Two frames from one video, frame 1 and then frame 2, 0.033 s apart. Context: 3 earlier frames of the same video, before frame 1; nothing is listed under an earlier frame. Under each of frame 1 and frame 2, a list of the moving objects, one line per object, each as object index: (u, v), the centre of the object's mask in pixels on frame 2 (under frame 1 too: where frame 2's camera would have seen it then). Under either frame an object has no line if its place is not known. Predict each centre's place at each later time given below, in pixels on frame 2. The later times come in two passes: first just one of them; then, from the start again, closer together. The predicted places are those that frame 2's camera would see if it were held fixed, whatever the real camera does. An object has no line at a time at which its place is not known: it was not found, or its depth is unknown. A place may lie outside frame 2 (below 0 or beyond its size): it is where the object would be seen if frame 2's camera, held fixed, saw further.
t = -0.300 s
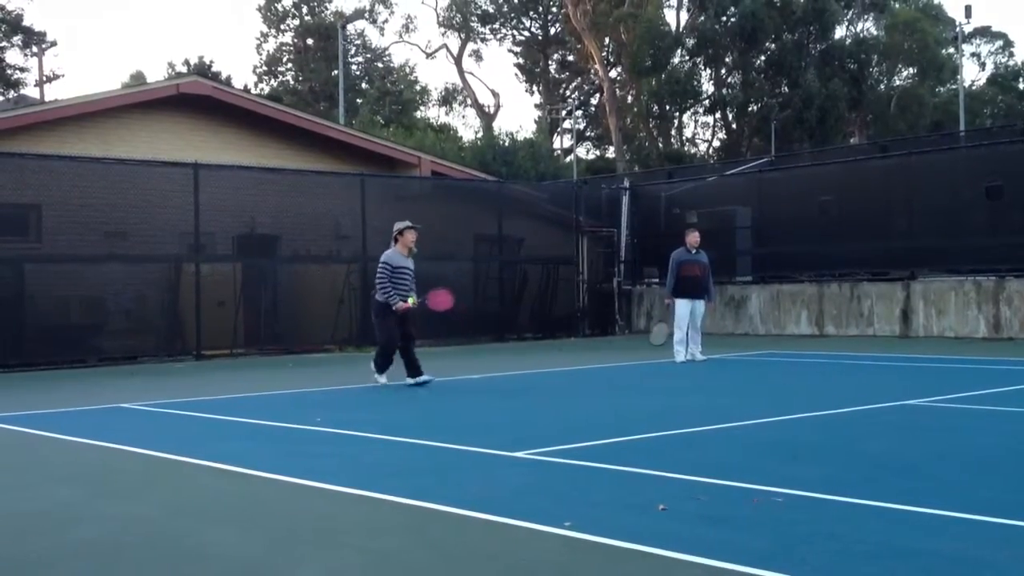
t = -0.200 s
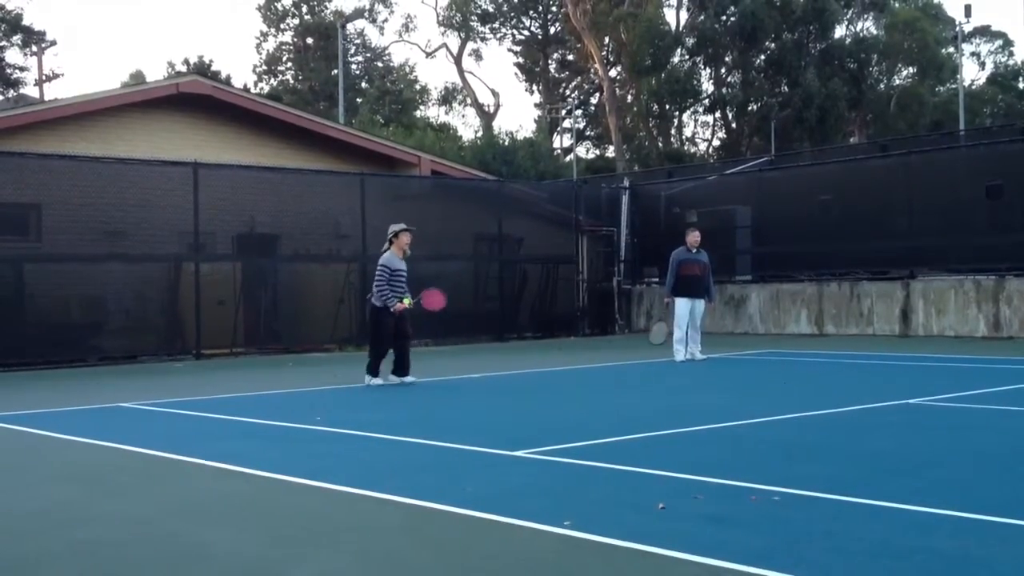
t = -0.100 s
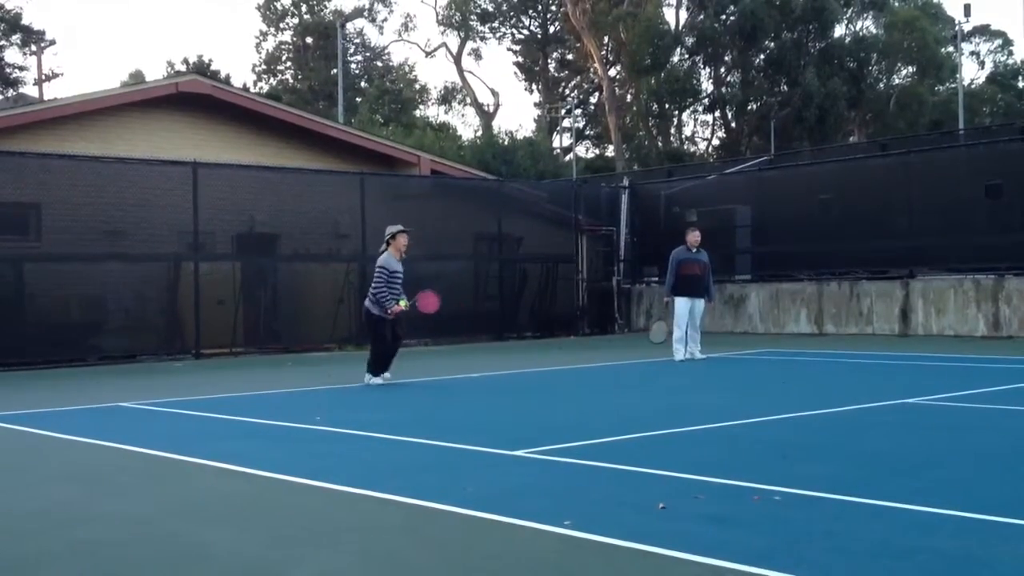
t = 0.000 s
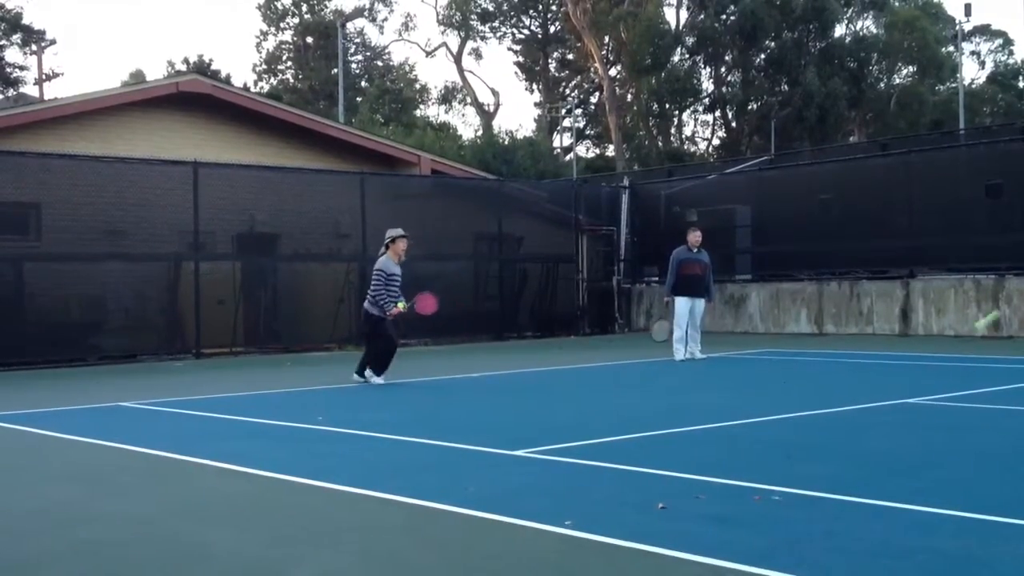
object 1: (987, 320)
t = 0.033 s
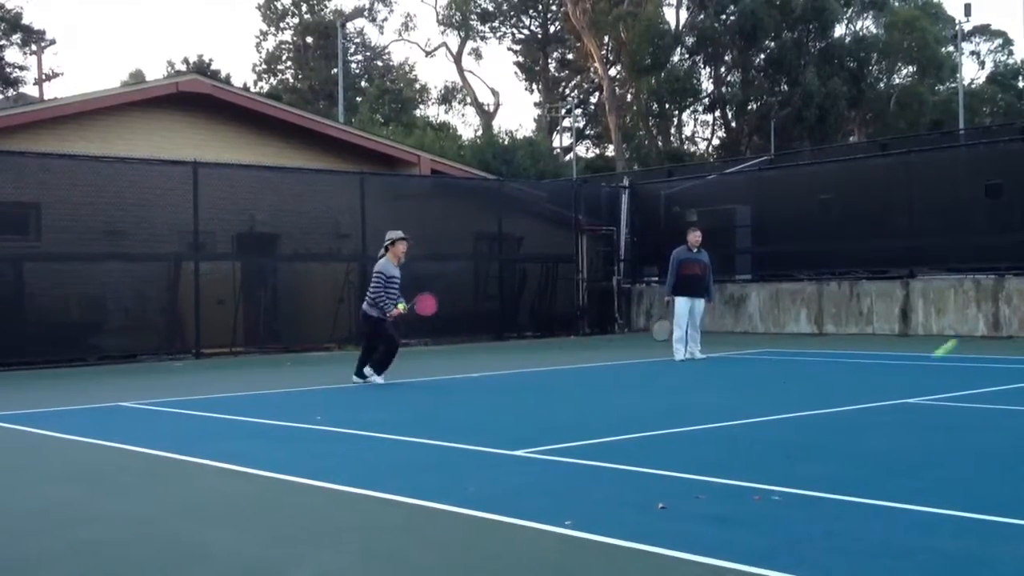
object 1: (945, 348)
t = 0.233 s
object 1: (794, 308)
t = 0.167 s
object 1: (833, 342)
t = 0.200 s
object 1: (814, 325)
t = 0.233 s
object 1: (794, 308)
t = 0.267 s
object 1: (776, 295)
